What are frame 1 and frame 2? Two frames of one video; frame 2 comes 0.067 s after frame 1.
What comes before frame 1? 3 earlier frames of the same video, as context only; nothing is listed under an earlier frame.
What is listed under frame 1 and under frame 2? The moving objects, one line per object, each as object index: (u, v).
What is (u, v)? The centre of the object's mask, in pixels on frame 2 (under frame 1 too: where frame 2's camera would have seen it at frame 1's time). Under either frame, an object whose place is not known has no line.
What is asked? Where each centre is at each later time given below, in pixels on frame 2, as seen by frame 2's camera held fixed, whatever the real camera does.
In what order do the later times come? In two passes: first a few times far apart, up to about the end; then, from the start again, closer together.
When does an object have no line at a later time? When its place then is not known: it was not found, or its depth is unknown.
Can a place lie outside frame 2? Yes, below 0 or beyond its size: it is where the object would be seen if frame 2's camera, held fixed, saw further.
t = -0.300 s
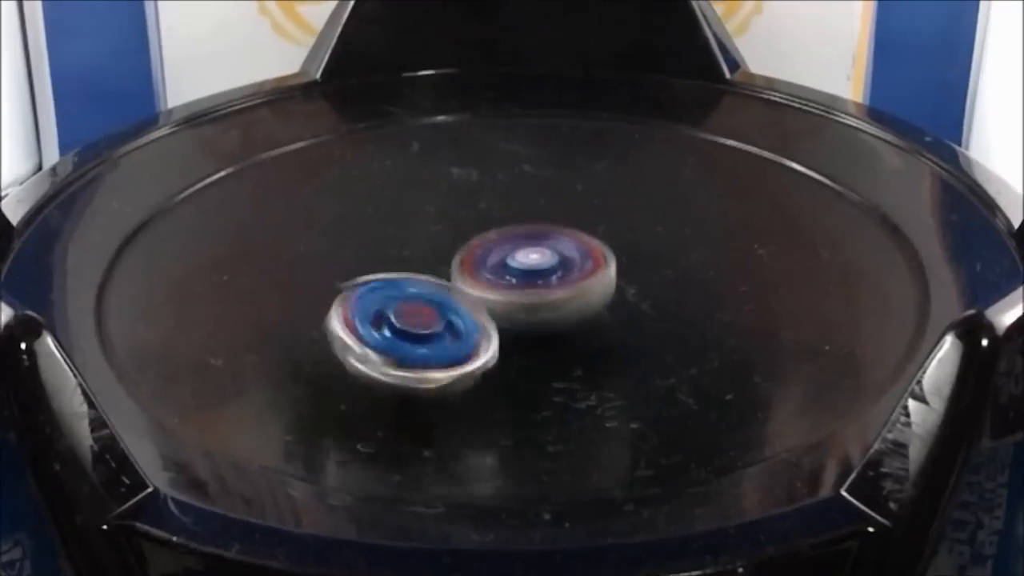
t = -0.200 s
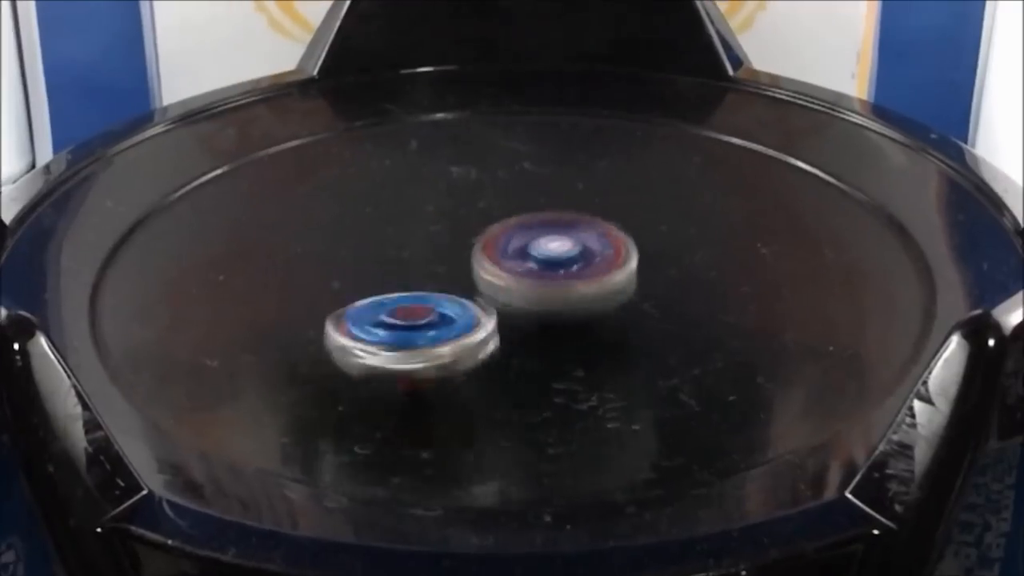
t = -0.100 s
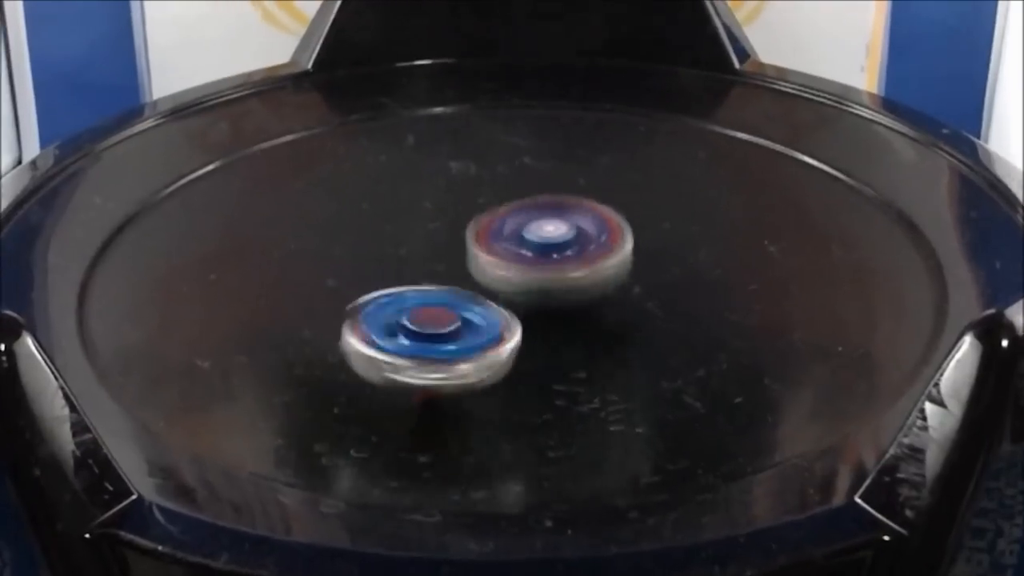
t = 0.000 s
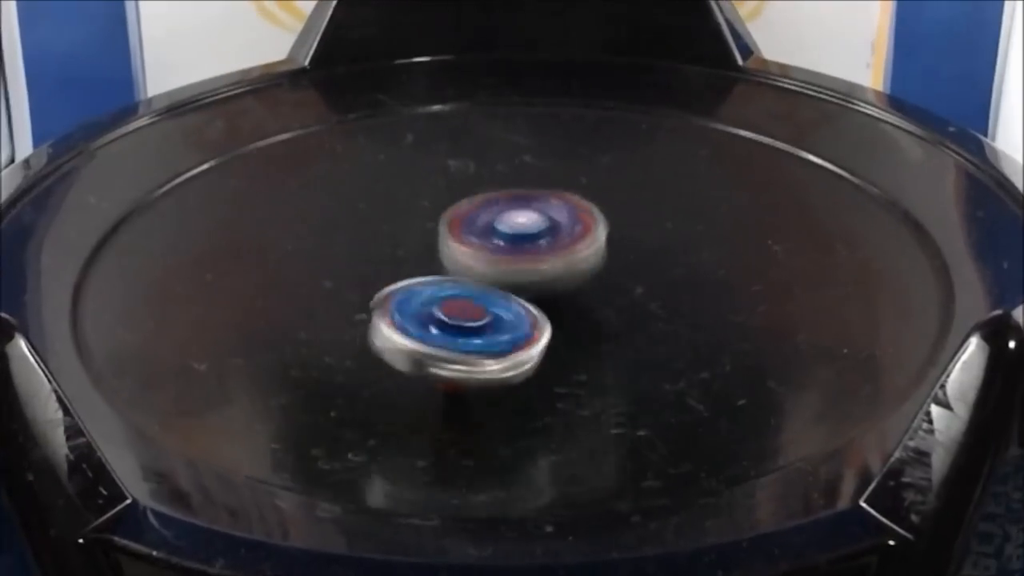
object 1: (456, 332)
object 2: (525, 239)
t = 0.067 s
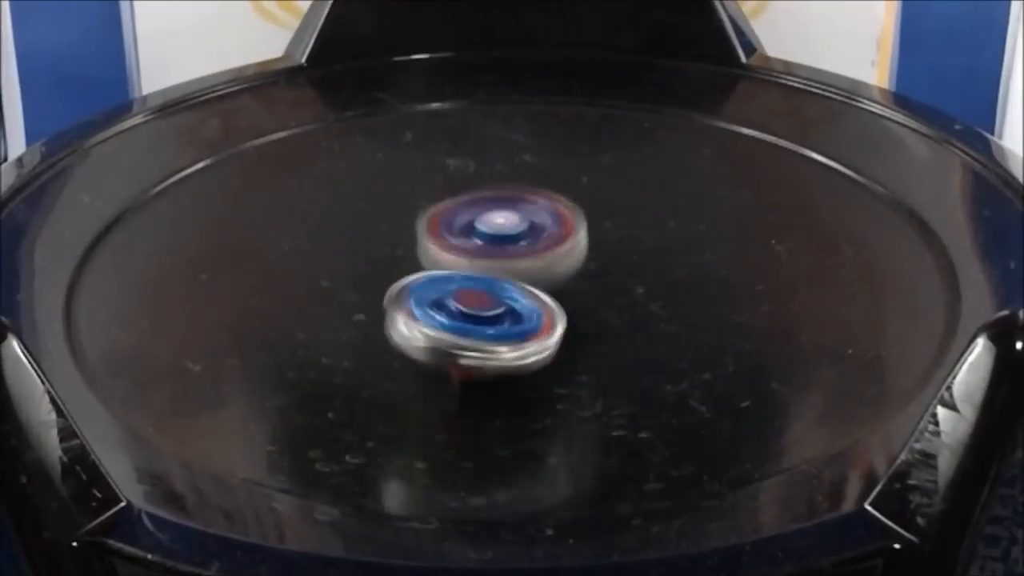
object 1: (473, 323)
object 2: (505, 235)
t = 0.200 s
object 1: (490, 316)
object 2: (468, 221)
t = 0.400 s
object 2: (380, 190)
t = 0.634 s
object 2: (406, 250)
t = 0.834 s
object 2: (458, 203)
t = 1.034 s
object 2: (447, 202)
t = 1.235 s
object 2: (496, 234)
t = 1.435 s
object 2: (581, 219)
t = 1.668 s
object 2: (558, 223)
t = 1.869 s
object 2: (537, 260)
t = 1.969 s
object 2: (513, 228)
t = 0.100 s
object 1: (476, 325)
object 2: (497, 231)
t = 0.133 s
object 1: (478, 323)
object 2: (487, 226)
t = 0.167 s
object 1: (484, 320)
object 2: (478, 225)
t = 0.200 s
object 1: (490, 316)
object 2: (468, 221)
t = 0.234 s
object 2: (459, 220)
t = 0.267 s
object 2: (453, 220)
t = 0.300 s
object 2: (442, 213)
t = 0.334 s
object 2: (424, 201)
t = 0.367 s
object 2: (402, 193)
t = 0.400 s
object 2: (380, 190)
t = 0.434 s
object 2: (364, 192)
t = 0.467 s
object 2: (353, 199)
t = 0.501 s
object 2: (350, 208)
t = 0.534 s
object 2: (352, 218)
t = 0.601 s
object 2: (382, 242)
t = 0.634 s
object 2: (406, 250)
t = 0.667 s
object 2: (427, 248)
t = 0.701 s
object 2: (444, 238)
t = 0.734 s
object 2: (452, 227)
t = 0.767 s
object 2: (459, 218)
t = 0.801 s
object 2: (459, 209)
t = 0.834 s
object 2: (458, 203)
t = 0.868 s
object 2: (454, 200)
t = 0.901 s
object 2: (452, 197)
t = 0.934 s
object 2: (449, 197)
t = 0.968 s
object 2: (447, 197)
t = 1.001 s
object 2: (446, 199)
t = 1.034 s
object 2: (447, 202)
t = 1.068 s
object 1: (577, 292)
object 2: (449, 204)
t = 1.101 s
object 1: (584, 289)
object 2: (453, 210)
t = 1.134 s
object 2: (458, 215)
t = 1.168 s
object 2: (467, 223)
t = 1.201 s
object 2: (474, 228)
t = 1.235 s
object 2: (496, 234)
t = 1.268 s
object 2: (514, 238)
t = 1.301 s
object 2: (535, 238)
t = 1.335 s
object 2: (550, 233)
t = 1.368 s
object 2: (564, 229)
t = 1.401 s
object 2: (574, 223)
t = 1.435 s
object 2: (581, 219)
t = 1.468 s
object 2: (587, 217)
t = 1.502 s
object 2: (588, 215)
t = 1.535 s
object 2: (586, 214)
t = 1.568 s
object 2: (581, 214)
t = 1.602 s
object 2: (574, 215)
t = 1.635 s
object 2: (565, 219)
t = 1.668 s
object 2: (558, 223)
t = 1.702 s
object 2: (551, 229)
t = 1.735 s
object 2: (541, 235)
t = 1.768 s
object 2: (534, 244)
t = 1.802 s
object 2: (532, 257)
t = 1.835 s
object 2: (534, 268)
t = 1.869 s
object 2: (537, 260)
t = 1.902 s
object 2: (533, 239)
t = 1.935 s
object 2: (528, 247)
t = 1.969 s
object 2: (513, 228)
